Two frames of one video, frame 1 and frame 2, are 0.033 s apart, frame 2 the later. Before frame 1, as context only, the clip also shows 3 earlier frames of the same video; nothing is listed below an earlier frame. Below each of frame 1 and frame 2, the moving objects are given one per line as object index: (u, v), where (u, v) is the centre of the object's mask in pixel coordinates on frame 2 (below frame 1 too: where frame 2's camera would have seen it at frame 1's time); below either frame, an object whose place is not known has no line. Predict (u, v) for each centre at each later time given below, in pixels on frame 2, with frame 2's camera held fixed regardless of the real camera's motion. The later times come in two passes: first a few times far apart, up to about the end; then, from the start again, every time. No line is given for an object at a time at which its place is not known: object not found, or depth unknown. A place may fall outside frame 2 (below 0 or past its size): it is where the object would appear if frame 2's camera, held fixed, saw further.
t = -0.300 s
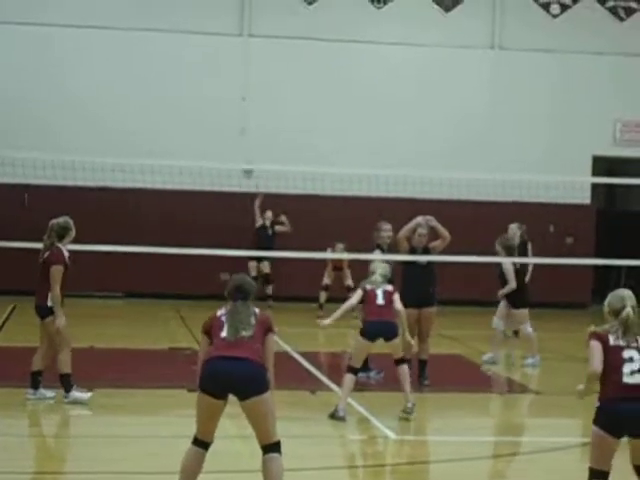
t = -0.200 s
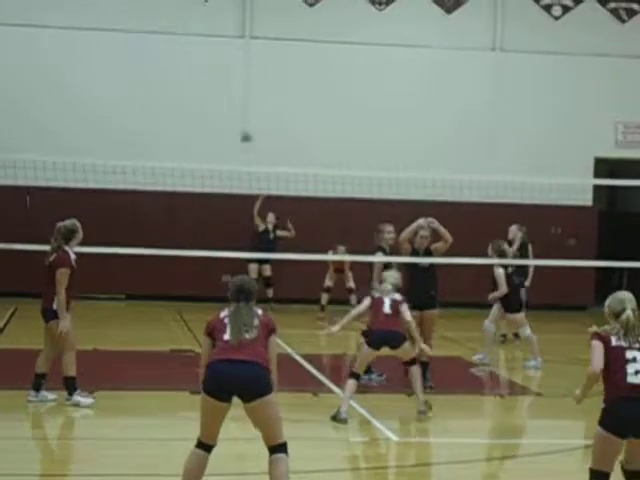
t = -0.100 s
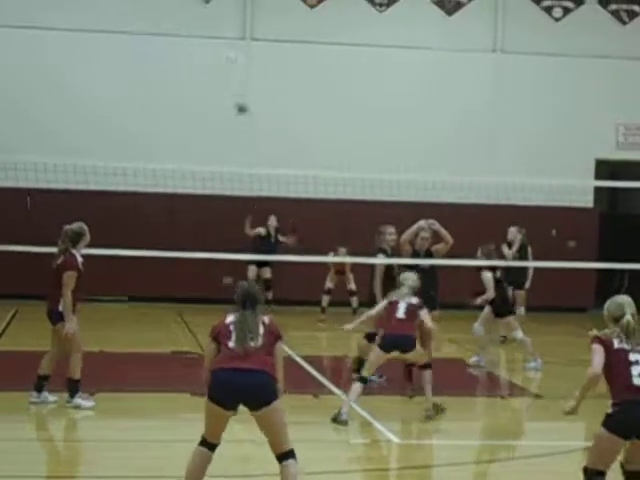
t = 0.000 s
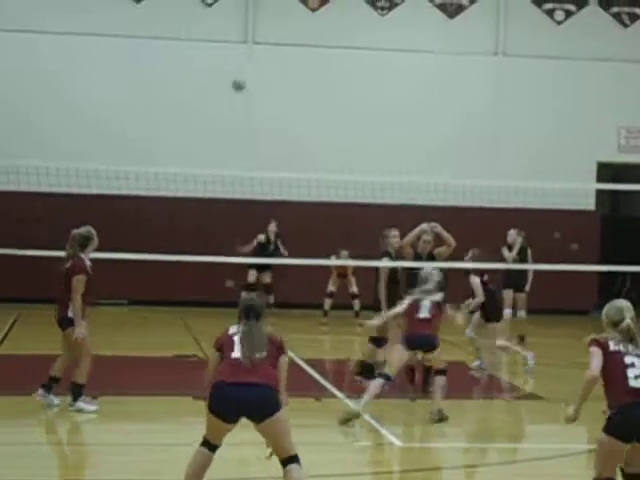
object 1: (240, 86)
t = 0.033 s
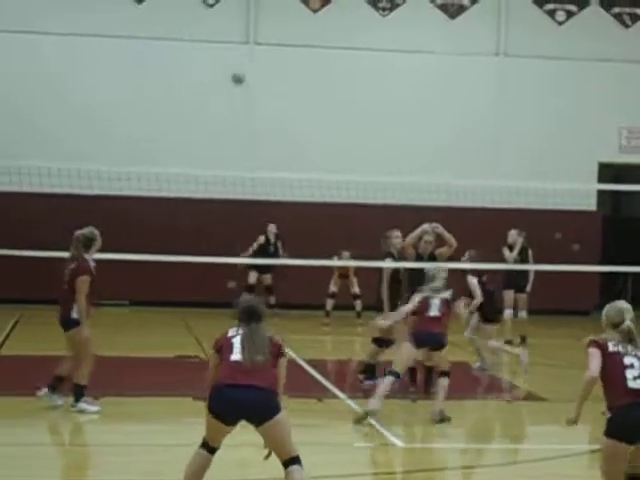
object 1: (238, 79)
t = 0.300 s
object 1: (226, 42)
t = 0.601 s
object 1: (199, 63)
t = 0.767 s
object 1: (178, 112)
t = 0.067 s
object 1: (236, 71)
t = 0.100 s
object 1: (234, 65)
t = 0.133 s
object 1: (232, 59)
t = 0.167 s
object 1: (230, 55)
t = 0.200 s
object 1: (230, 51)
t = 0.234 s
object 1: (229, 48)
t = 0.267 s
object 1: (227, 45)
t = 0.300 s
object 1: (226, 42)
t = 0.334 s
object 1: (224, 40)
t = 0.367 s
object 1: (221, 40)
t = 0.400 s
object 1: (218, 41)
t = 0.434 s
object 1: (216, 39)
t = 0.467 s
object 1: (213, 44)
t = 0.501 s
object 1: (210, 48)
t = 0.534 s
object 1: (206, 52)
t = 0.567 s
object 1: (203, 57)
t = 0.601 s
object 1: (199, 63)
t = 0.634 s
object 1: (195, 71)
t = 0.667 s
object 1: (191, 79)
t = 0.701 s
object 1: (187, 89)
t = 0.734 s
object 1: (183, 100)
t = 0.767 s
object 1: (178, 112)
